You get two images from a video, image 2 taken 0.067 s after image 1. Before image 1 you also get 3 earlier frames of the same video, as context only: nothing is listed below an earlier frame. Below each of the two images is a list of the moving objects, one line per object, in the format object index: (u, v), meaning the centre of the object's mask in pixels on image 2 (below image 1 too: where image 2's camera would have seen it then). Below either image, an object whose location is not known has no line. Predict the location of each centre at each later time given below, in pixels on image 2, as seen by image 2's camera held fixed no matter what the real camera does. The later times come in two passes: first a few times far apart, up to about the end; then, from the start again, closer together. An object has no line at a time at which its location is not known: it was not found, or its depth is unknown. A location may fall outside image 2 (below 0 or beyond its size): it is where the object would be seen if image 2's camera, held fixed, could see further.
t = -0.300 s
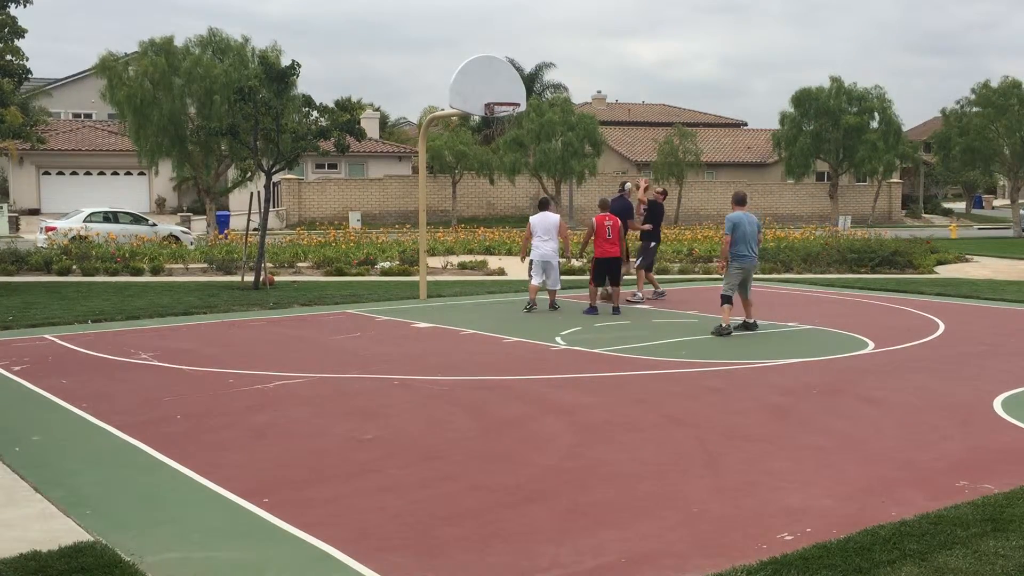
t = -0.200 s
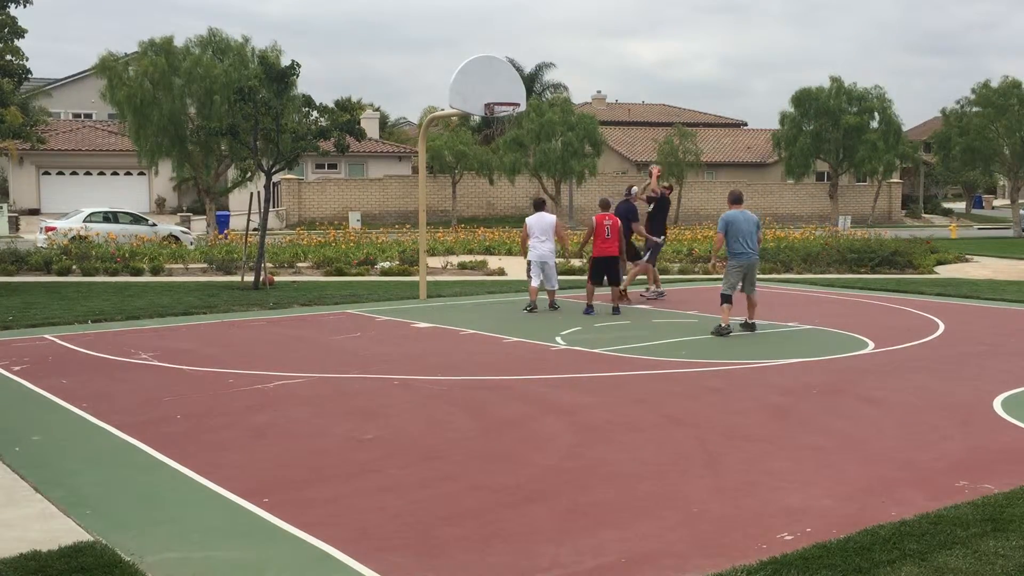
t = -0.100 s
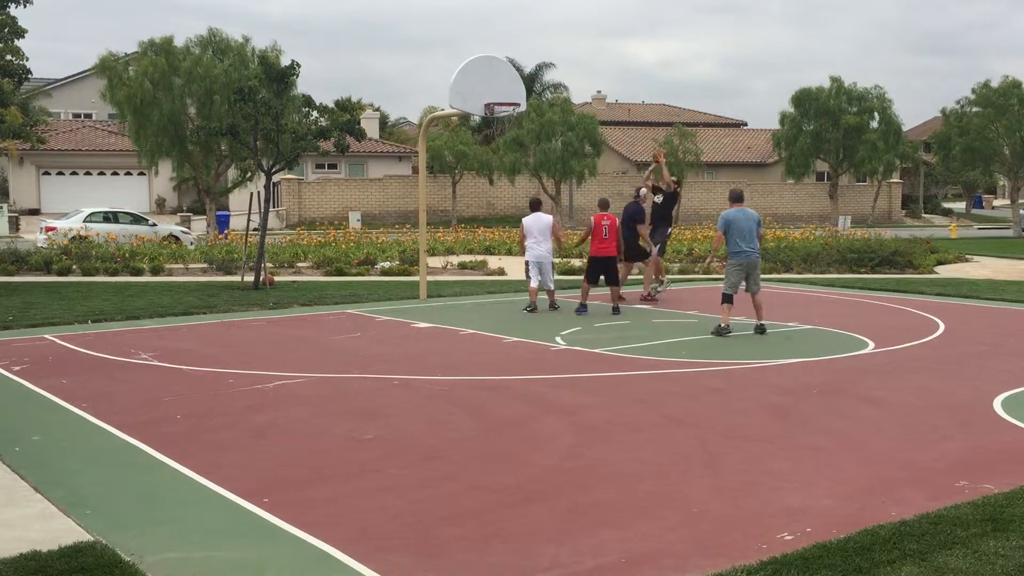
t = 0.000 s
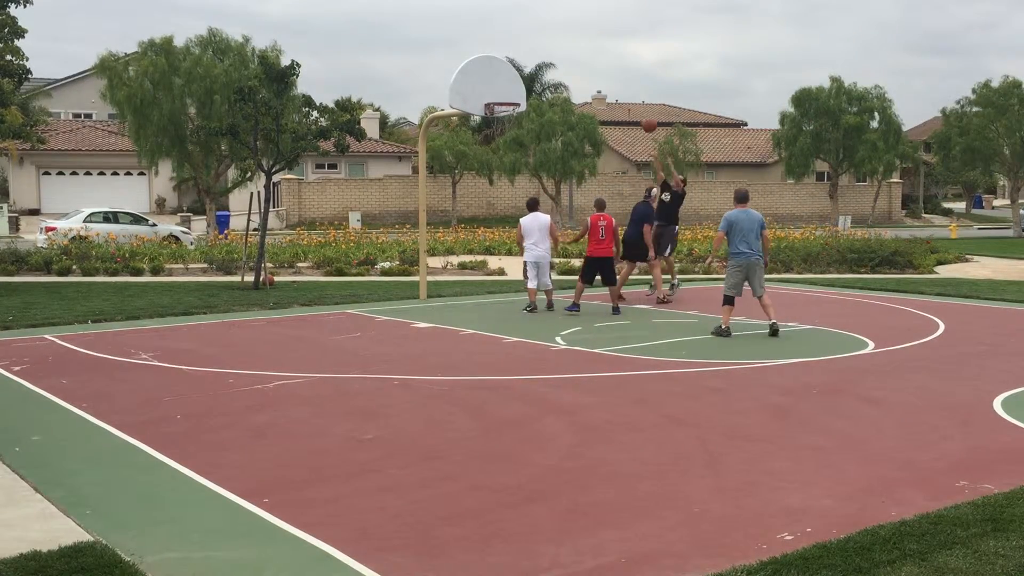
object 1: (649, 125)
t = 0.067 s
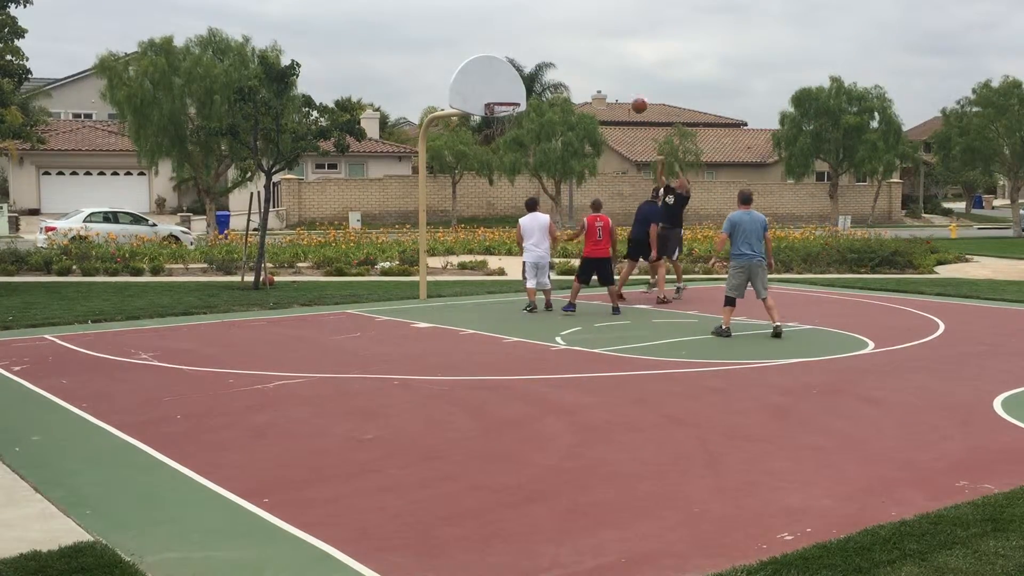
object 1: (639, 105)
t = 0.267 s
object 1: (608, 62)
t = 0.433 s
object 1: (582, 45)
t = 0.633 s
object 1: (550, 47)
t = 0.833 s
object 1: (517, 77)
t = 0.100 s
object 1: (634, 96)
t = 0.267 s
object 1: (608, 62)
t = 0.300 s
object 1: (603, 58)
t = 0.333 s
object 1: (598, 53)
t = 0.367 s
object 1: (593, 50)
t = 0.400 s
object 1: (588, 47)
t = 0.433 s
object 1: (582, 45)
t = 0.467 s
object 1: (577, 44)
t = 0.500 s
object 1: (571, 43)
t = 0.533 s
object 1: (566, 43)
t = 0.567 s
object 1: (561, 44)
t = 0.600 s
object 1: (556, 45)
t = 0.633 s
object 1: (550, 47)
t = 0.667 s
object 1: (545, 50)
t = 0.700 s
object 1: (539, 54)
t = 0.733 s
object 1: (534, 59)
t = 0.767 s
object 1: (528, 64)
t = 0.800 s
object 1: (523, 69)
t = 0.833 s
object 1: (517, 77)
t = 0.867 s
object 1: (512, 85)
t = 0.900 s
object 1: (506, 93)
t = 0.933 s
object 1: (501, 102)
